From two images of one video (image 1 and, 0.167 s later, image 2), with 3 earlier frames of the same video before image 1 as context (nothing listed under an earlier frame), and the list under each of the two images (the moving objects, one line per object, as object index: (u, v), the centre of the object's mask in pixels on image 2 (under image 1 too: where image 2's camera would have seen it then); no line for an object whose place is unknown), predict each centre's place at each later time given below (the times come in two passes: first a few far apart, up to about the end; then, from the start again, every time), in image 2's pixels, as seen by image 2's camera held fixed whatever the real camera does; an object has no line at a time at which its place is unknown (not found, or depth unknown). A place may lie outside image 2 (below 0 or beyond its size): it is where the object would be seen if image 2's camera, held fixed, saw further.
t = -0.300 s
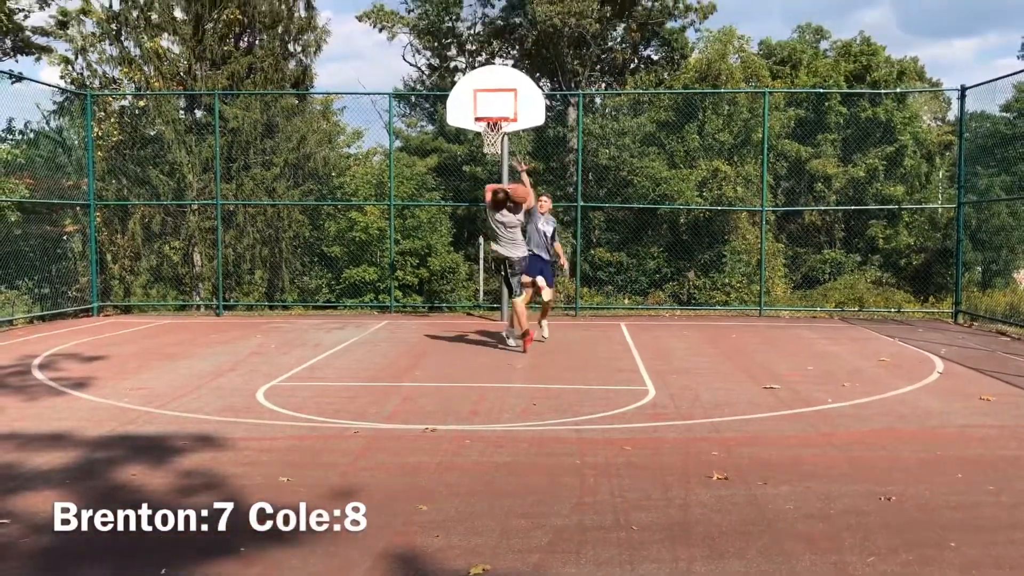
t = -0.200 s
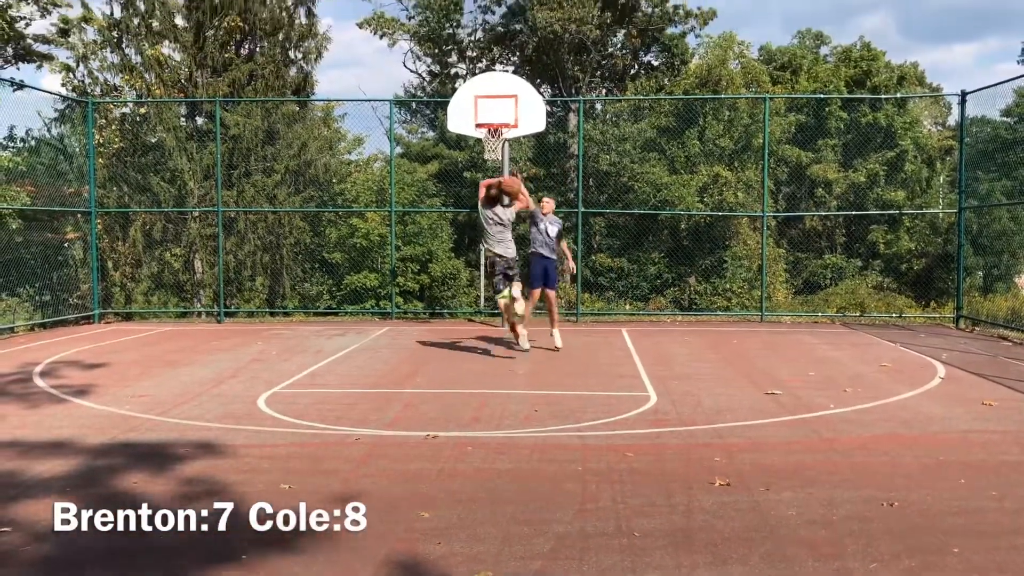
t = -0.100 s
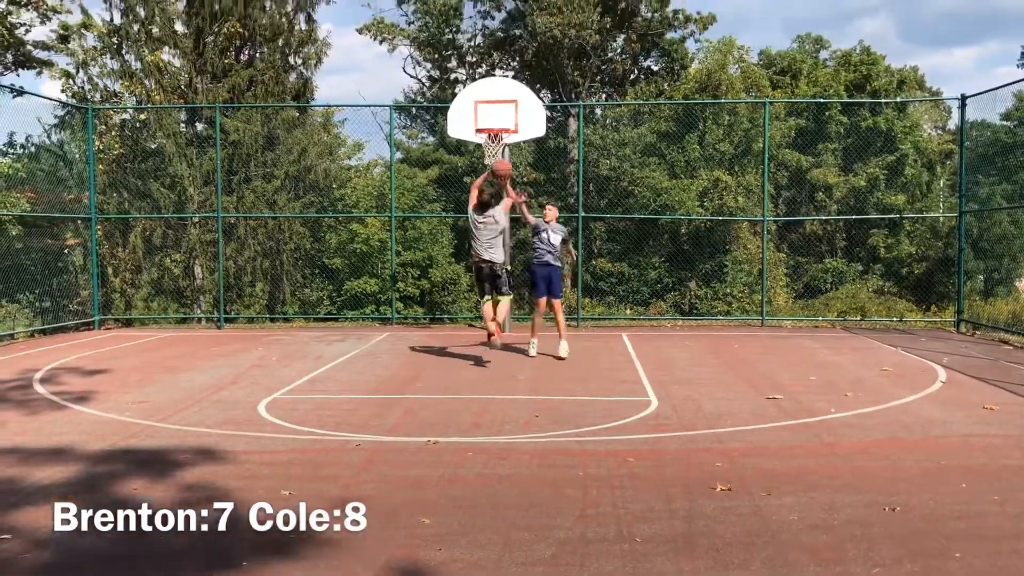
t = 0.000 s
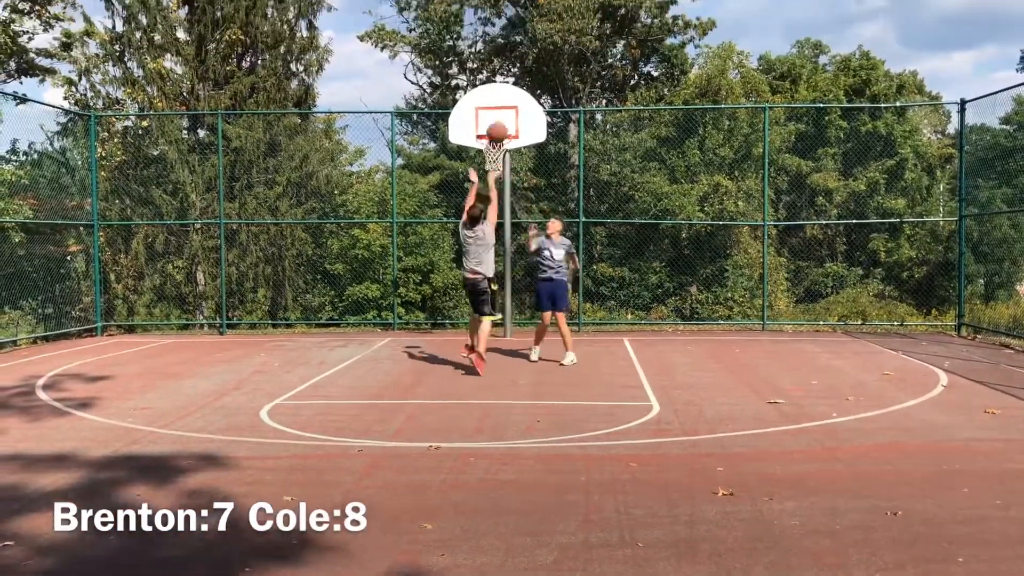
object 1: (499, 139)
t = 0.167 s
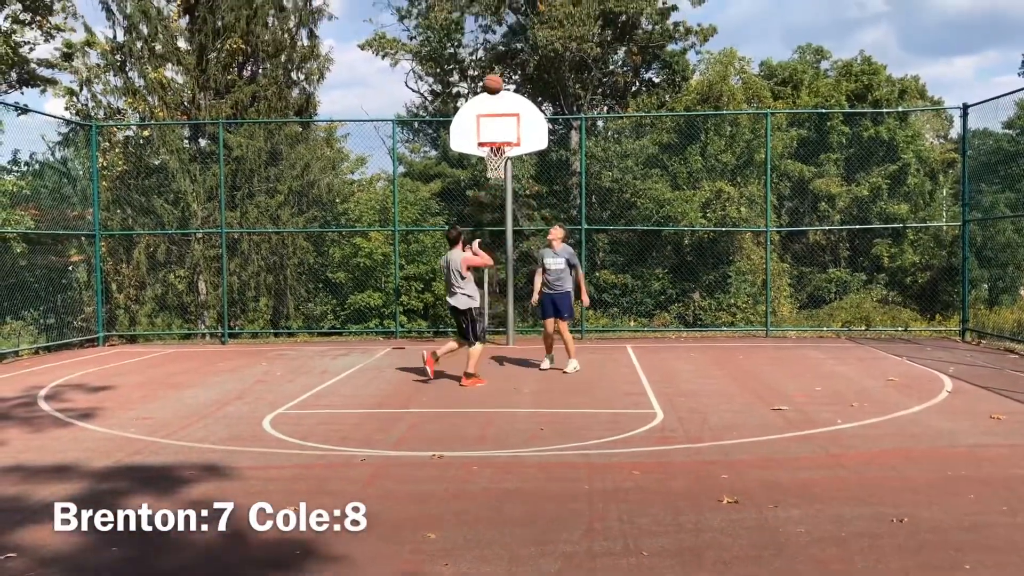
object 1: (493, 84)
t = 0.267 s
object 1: (491, 64)
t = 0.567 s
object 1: (484, 56)
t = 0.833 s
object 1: (477, 106)
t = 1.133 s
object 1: (424, 134)
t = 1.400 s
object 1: (350, 175)
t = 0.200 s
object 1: (492, 76)
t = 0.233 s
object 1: (492, 70)
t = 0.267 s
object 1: (491, 64)
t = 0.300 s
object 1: (489, 60)
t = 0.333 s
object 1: (488, 57)
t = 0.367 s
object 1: (489, 54)
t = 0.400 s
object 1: (488, 53)
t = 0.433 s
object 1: (486, 52)
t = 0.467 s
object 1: (486, 52)
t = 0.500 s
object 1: (485, 52)
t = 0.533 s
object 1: (484, 53)
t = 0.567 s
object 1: (484, 56)
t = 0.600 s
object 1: (483, 59)
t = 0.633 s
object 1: (482, 61)
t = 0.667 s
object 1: (481, 68)
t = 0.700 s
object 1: (480, 74)
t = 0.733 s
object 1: (479, 81)
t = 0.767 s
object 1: (478, 89)
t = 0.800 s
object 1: (478, 97)
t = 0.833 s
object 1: (477, 106)
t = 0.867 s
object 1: (477, 116)
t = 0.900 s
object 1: (476, 126)
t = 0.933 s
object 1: (476, 137)
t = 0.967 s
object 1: (468, 135)
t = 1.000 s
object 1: (459, 133)
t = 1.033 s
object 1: (450, 132)
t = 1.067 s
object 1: (443, 131)
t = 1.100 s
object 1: (435, 132)
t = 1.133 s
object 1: (424, 134)
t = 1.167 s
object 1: (414, 136)
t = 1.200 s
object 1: (406, 139)
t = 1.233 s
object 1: (396, 144)
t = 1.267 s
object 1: (387, 148)
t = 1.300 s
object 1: (378, 154)
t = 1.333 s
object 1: (369, 161)
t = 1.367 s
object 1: (361, 167)
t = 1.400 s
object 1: (350, 175)
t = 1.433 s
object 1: (342, 185)
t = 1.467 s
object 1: (333, 195)
